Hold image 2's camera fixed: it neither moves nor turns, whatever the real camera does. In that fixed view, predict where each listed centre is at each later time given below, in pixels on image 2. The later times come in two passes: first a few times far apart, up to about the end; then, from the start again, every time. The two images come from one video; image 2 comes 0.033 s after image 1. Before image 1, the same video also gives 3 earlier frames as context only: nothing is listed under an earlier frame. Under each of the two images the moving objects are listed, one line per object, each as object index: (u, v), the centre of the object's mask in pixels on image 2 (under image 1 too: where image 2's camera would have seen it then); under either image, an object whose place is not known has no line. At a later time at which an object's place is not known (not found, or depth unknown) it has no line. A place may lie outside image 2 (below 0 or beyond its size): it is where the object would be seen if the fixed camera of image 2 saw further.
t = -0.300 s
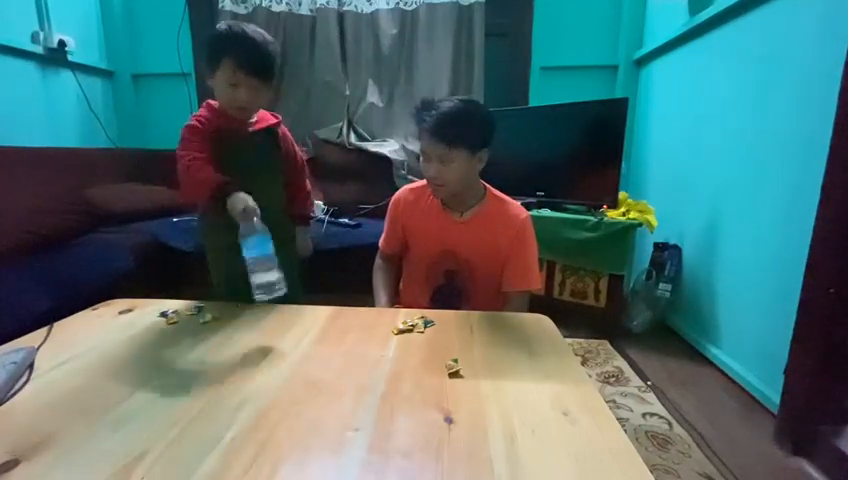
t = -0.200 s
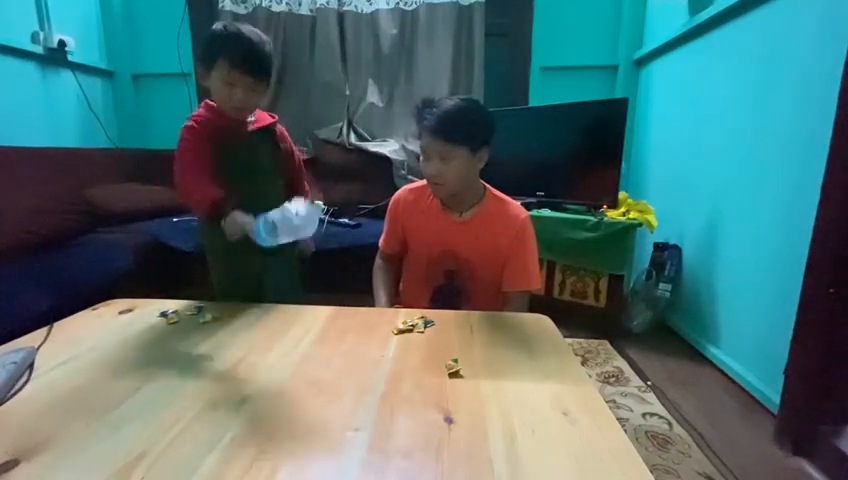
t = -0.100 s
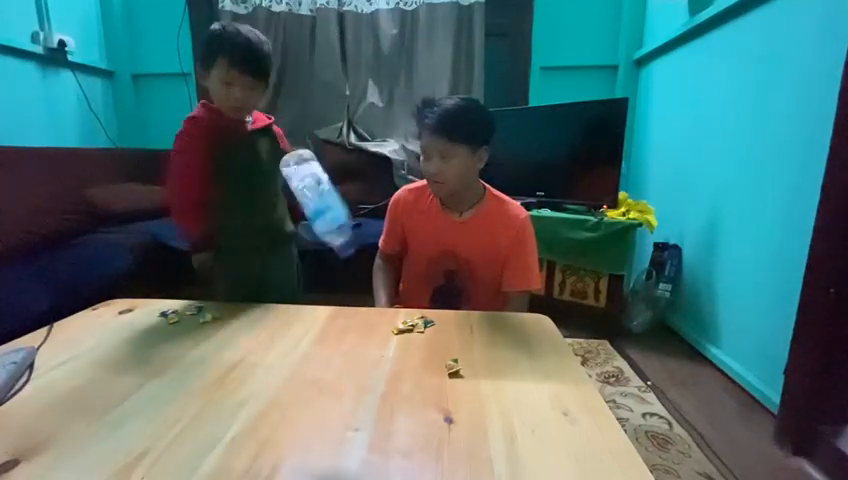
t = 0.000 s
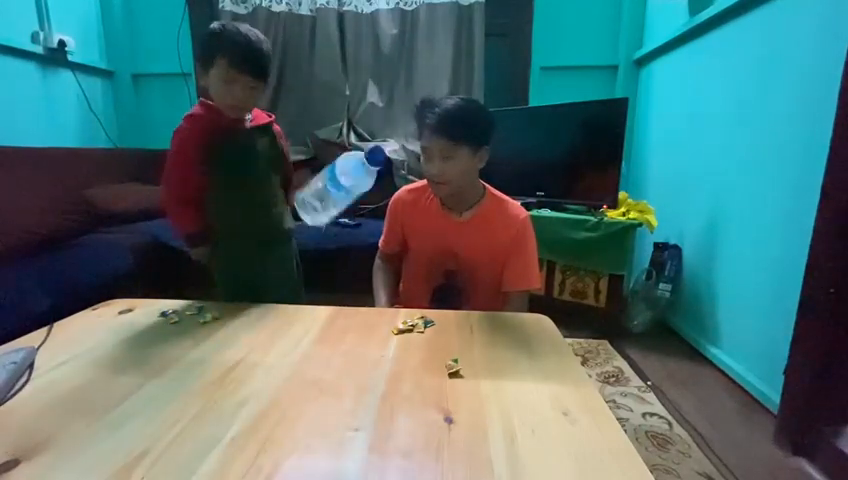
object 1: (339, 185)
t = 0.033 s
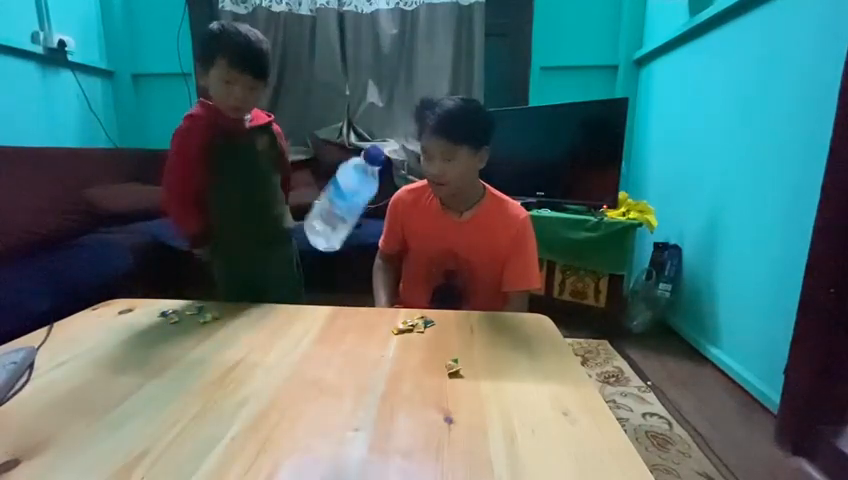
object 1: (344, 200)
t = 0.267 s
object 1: (389, 360)
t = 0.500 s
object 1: (404, 368)
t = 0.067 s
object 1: (350, 224)
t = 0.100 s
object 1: (357, 254)
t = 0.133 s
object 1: (364, 295)
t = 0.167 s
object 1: (374, 349)
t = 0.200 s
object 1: (379, 355)
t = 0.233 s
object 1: (384, 358)
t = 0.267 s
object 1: (389, 360)
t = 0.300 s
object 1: (395, 363)
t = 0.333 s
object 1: (400, 364)
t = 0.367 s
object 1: (402, 366)
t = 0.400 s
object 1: (403, 367)
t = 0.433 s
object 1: (402, 369)
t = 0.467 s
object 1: (403, 367)
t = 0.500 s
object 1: (404, 368)
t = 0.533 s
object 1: (403, 369)
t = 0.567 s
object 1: (404, 370)
